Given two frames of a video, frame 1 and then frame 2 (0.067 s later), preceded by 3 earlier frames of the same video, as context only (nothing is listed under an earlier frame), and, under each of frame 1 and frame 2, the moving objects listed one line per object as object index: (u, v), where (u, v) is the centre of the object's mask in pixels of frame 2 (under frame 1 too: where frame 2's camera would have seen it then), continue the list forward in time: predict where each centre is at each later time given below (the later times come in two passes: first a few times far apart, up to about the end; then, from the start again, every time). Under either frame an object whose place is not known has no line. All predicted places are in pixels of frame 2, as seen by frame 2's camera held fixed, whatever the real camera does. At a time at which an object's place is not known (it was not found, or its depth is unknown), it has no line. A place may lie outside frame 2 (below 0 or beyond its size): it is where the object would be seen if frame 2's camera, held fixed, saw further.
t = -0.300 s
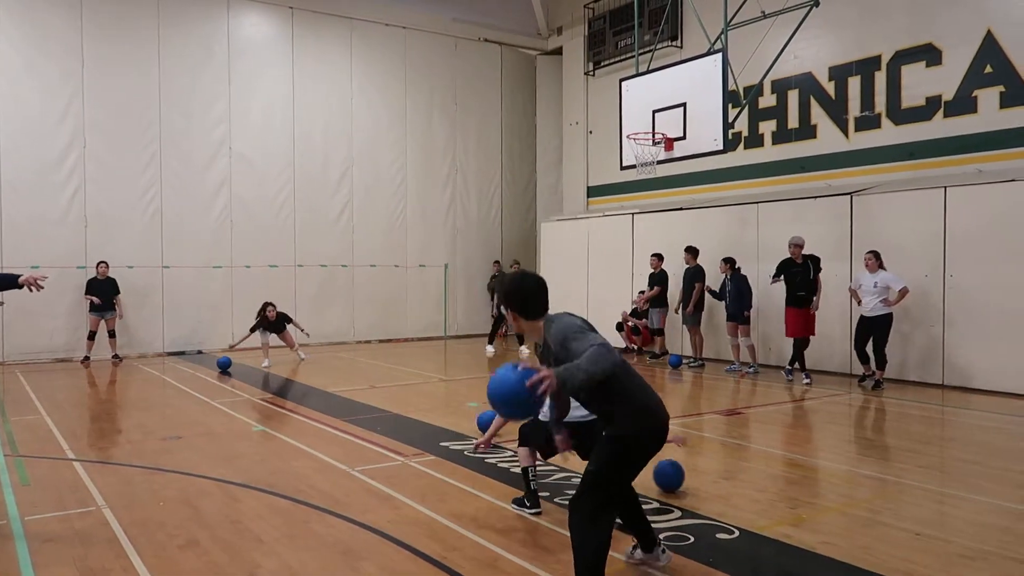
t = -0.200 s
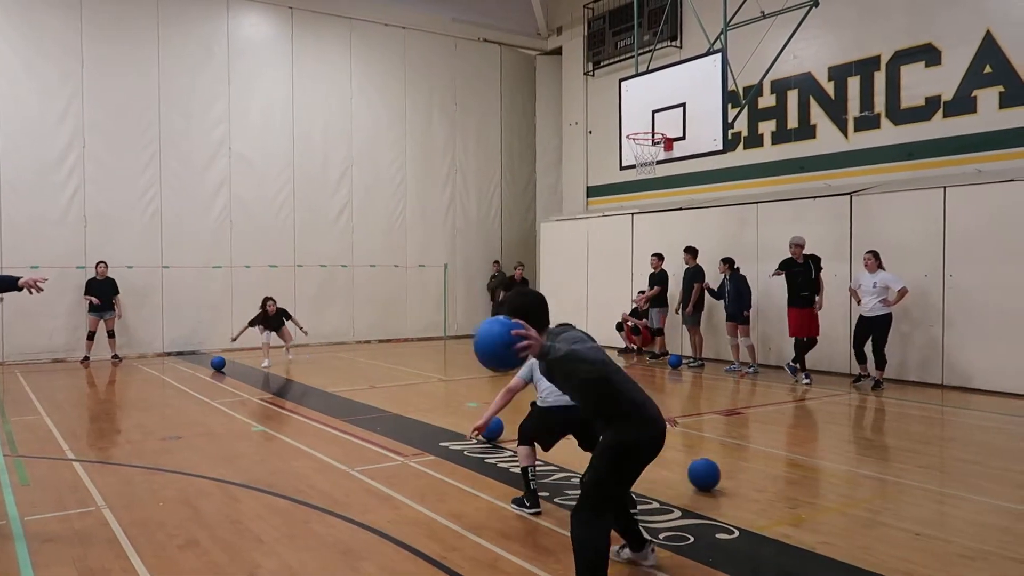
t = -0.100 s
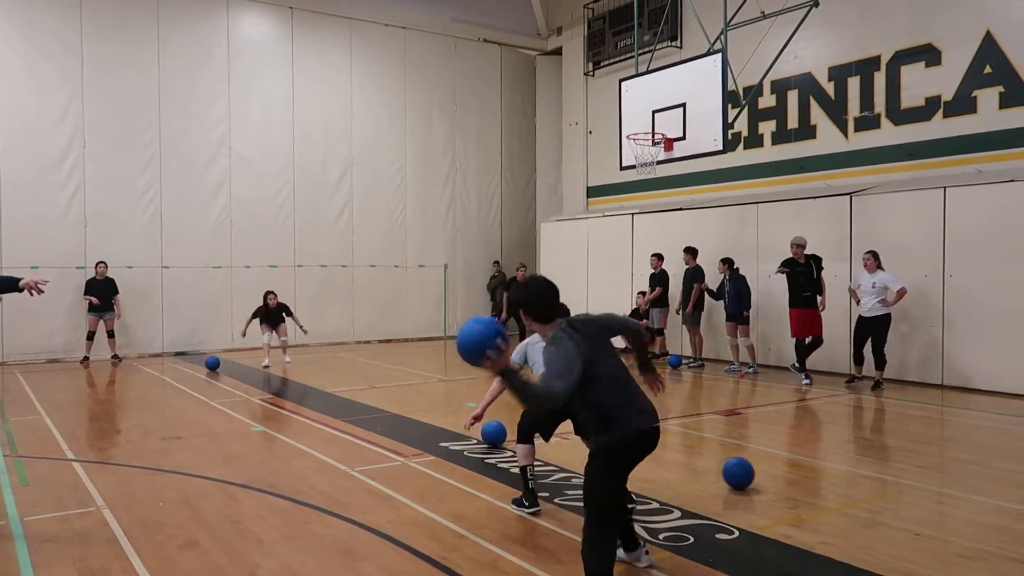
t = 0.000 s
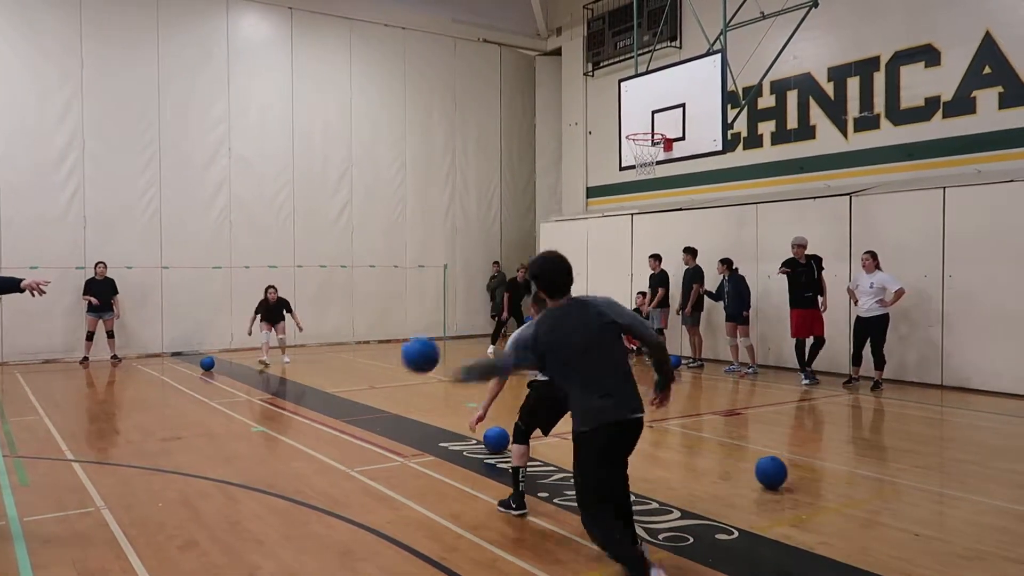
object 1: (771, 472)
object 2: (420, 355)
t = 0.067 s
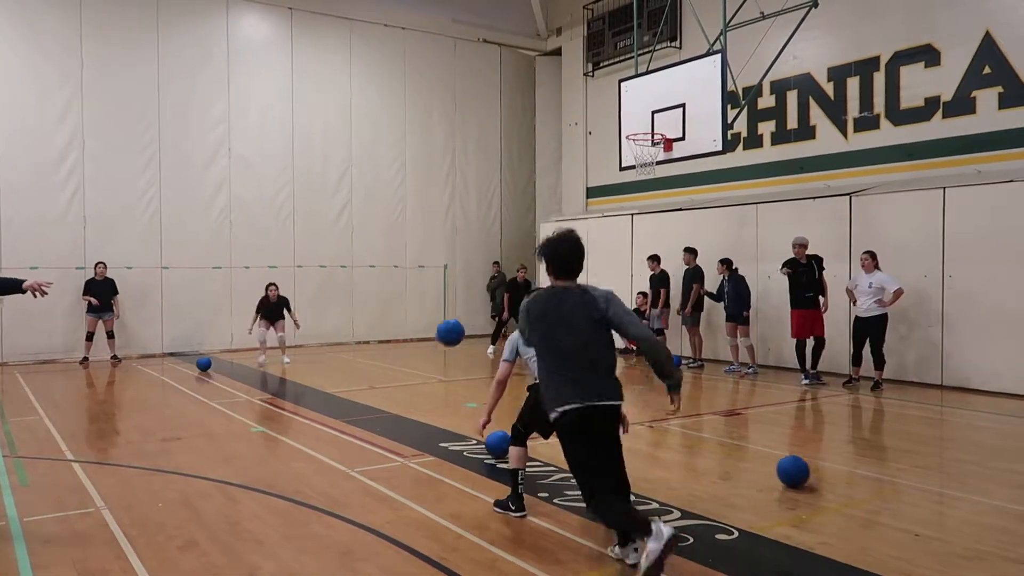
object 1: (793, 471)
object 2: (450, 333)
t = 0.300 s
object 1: (867, 469)
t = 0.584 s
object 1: (950, 466)
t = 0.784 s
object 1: (1002, 464)
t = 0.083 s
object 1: (799, 472)
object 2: (455, 329)
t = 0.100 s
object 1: (804, 471)
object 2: (458, 326)
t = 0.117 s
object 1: (809, 471)
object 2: (461, 323)
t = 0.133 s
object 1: (815, 471)
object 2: (463, 320)
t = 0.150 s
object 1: (820, 471)
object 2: (465, 318)
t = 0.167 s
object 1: (825, 470)
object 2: (466, 317)
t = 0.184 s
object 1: (830, 471)
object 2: (467, 315)
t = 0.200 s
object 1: (836, 470)
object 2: (467, 314)
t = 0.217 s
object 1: (841, 470)
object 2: (468, 313)
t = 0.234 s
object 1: (846, 470)
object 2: (468, 311)
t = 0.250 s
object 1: (851, 470)
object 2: (468, 311)
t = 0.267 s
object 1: (856, 469)
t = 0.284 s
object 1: (862, 469)
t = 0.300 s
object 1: (867, 469)
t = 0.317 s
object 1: (872, 469)
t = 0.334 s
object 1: (877, 469)
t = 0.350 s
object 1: (882, 468)
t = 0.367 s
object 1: (887, 468)
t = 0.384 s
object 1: (892, 468)
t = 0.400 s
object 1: (897, 468)
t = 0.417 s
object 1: (902, 468)
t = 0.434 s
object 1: (907, 468)
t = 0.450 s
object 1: (912, 467)
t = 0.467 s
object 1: (917, 467)
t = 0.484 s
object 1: (921, 467)
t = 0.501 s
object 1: (926, 467)
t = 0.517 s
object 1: (931, 467)
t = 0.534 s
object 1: (936, 467)
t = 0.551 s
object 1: (941, 467)
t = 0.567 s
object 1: (946, 466)
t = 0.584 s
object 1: (950, 466)
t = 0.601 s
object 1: (955, 466)
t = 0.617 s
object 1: (960, 466)
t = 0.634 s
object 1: (965, 466)
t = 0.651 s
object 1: (969, 465)
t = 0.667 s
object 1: (974, 465)
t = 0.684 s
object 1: (978, 465)
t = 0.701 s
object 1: (983, 465)
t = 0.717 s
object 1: (988, 465)
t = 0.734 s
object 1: (992, 465)
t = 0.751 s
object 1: (997, 464)
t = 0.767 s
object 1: (999, 464)
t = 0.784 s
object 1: (1002, 464)
